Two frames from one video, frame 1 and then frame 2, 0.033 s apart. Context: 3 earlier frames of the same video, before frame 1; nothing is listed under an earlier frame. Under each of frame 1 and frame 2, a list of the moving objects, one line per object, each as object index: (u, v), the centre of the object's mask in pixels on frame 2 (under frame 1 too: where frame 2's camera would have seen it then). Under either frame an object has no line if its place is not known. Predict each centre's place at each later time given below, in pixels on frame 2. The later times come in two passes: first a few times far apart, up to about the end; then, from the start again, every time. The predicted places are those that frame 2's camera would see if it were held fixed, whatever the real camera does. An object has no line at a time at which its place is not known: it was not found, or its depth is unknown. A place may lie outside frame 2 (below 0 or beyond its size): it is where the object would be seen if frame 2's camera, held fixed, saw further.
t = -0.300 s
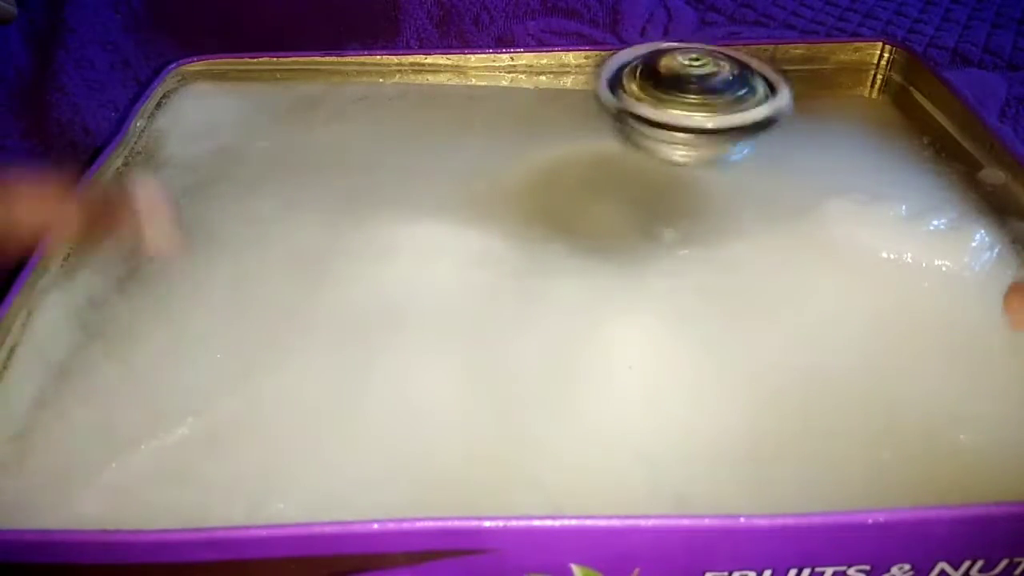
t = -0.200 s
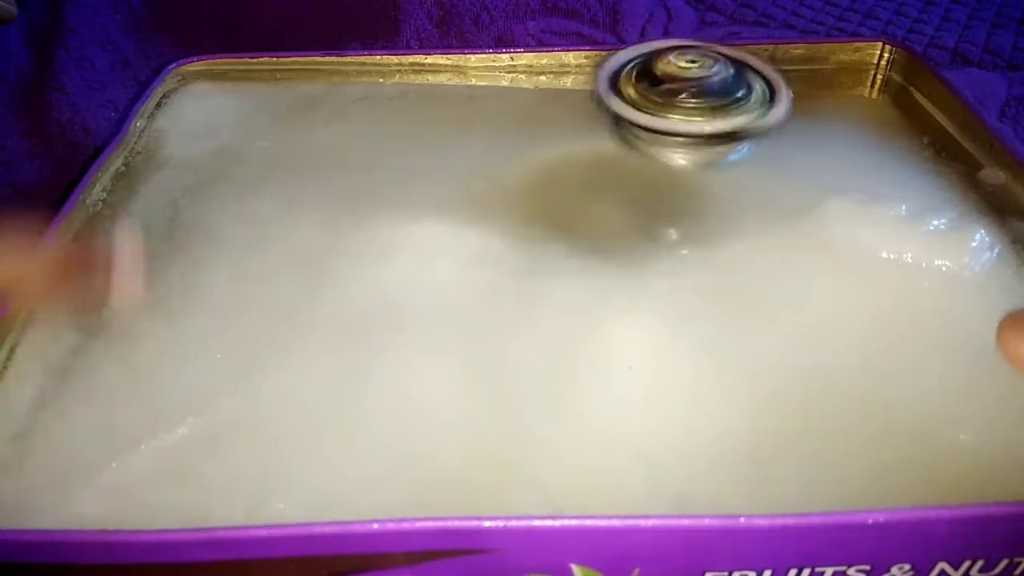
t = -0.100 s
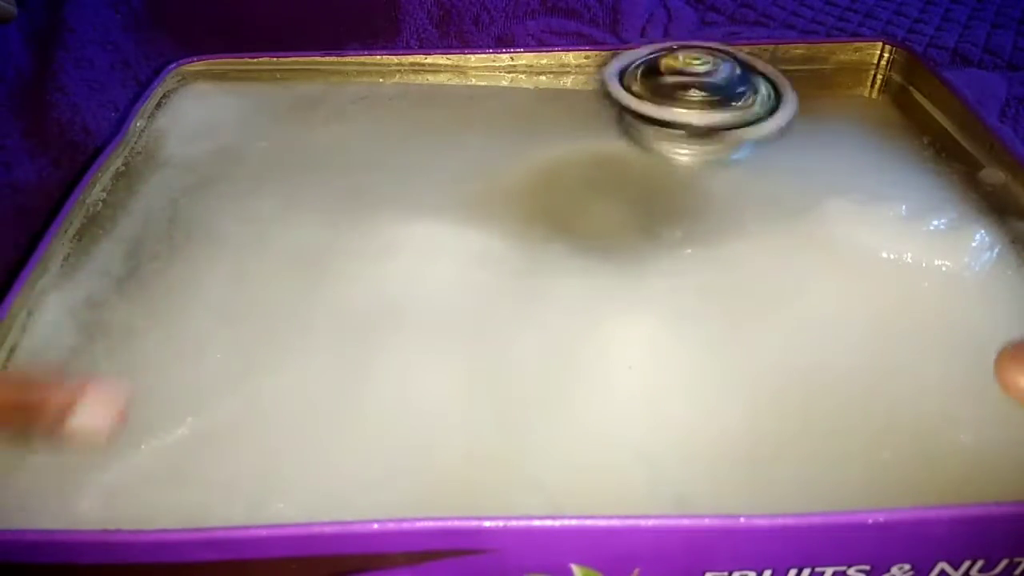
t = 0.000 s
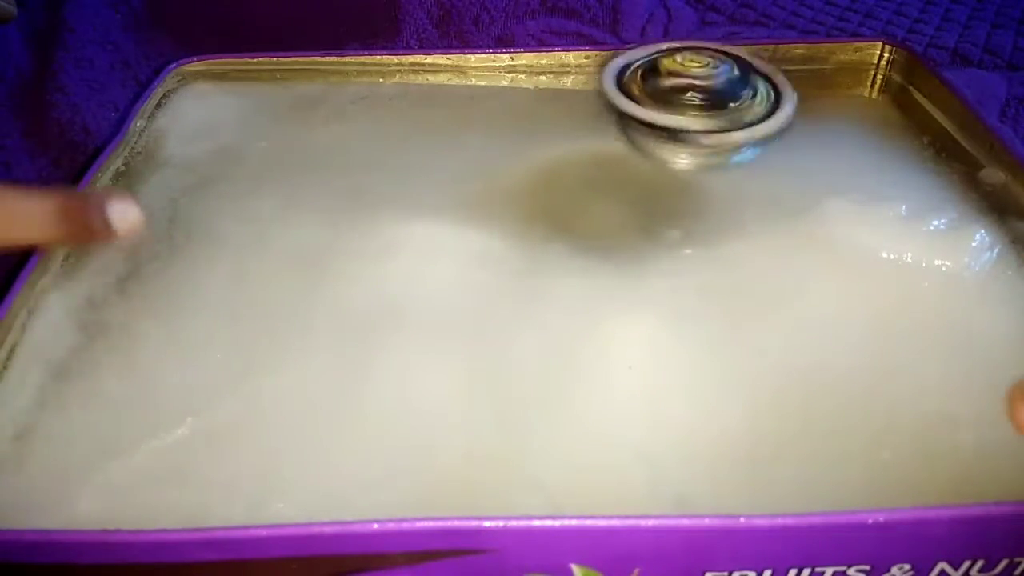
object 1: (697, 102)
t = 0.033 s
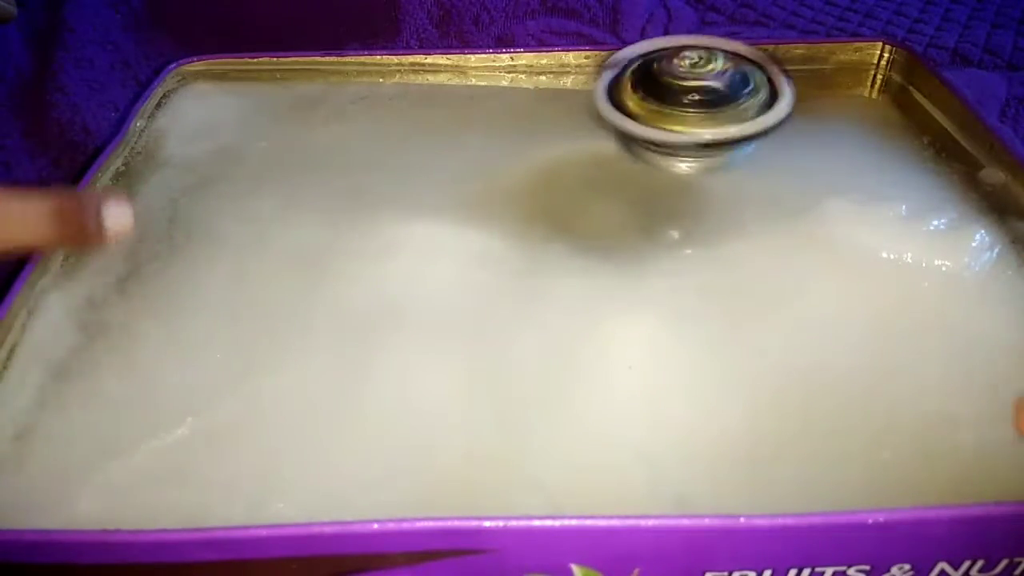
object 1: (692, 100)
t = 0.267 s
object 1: (694, 98)
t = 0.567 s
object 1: (686, 97)
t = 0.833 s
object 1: (692, 97)
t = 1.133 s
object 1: (691, 100)
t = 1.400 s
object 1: (690, 98)
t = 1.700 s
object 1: (692, 99)
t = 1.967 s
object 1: (691, 99)
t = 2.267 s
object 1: (691, 97)
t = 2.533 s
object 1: (691, 100)
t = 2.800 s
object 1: (694, 98)
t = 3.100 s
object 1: (691, 98)
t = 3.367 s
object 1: (691, 98)
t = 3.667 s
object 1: (690, 97)
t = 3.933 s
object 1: (691, 97)
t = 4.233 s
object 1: (684, 99)
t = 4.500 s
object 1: (698, 101)
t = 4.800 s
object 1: (689, 104)
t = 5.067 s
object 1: (689, 100)
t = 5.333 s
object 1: (696, 98)
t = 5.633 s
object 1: (689, 99)
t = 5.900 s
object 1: (684, 106)
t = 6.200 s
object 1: (689, 109)
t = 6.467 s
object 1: (684, 111)
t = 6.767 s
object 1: (680, 121)
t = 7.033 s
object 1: (682, 131)
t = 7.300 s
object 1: (677, 136)
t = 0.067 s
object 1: (691, 101)
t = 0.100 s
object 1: (695, 100)
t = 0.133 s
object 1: (691, 97)
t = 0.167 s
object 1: (691, 99)
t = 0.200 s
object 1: (697, 98)
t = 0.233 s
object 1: (695, 96)
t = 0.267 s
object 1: (694, 98)
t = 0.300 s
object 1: (696, 99)
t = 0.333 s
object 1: (691, 96)
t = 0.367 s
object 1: (685, 97)
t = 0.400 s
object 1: (689, 97)
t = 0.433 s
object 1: (688, 94)
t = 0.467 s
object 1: (685, 96)
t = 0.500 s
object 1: (692, 98)
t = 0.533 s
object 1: (690, 96)
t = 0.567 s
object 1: (686, 97)
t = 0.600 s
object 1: (691, 100)
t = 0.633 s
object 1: (688, 98)
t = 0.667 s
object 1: (686, 97)
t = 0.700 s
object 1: (691, 100)
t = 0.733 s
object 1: (690, 97)
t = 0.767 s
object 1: (688, 97)
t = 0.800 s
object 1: (694, 100)
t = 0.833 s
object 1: (692, 97)
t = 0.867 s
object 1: (687, 98)
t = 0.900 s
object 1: (693, 99)
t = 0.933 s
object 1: (691, 97)
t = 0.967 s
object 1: (690, 97)
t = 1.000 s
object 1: (693, 99)
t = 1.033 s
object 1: (691, 98)
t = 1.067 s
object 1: (689, 97)
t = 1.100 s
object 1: (692, 99)
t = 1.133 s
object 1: (691, 100)
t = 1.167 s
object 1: (691, 99)
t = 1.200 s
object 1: (688, 99)
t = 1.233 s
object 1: (691, 101)
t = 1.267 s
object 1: (689, 99)
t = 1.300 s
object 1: (685, 98)
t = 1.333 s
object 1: (691, 101)
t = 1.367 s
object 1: (691, 98)
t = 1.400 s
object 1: (690, 98)
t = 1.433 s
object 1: (696, 100)
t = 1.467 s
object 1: (692, 99)
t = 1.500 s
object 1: (688, 99)
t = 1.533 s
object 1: (691, 98)
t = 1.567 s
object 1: (690, 99)
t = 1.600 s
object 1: (690, 99)
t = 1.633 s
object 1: (688, 99)
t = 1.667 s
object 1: (692, 100)
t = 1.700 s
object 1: (692, 99)
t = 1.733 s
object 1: (687, 98)
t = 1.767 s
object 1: (693, 101)
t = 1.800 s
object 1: (692, 99)
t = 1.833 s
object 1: (689, 98)
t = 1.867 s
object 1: (692, 99)
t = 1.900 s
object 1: (690, 98)
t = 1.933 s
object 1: (688, 96)
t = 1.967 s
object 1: (691, 99)
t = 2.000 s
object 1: (693, 99)
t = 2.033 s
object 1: (690, 97)
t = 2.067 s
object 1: (691, 99)
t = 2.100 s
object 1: (692, 99)
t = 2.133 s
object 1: (689, 98)
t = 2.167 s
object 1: (692, 98)
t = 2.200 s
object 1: (692, 99)
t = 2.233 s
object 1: (694, 99)
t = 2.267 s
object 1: (691, 97)
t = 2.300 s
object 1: (692, 100)
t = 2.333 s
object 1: (694, 98)
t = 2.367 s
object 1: (691, 97)
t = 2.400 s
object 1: (693, 99)
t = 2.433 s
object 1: (690, 98)
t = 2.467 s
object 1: (690, 98)
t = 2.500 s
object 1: (687, 98)
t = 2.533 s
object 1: (691, 100)
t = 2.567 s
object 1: (691, 98)
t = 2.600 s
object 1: (688, 98)
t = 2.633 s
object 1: (693, 100)
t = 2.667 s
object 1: (694, 99)
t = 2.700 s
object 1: (693, 99)
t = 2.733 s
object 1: (691, 97)
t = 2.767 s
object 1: (692, 99)
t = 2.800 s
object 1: (694, 98)
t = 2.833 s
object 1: (690, 97)
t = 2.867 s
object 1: (693, 98)
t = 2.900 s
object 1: (692, 98)
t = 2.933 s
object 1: (693, 98)
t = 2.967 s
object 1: (690, 97)
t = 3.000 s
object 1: (691, 100)
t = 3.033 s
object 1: (692, 98)
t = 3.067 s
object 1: (689, 98)
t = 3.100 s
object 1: (691, 98)
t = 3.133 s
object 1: (690, 98)
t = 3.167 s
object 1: (693, 99)
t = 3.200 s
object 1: (689, 96)
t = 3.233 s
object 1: (692, 99)
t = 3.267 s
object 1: (692, 98)
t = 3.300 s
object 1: (690, 98)
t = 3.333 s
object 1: (689, 97)
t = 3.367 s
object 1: (691, 98)
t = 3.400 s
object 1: (692, 96)
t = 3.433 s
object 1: (691, 97)
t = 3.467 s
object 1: (696, 99)
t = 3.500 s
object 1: (695, 99)
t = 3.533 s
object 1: (693, 99)
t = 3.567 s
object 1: (688, 96)
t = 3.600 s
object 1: (688, 98)
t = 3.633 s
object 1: (691, 96)
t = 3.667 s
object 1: (690, 97)
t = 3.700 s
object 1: (690, 98)
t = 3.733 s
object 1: (689, 100)
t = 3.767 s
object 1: (687, 99)
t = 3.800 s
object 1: (685, 98)
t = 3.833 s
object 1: (690, 99)
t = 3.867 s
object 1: (694, 100)
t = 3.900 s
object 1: (696, 99)
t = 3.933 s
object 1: (691, 97)
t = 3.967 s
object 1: (691, 97)
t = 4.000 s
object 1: (690, 98)
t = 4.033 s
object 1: (692, 97)
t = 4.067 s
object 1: (692, 98)
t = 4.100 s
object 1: (697, 100)
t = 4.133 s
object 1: (692, 100)
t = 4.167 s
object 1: (689, 98)
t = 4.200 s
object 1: (684, 97)
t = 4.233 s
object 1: (684, 99)
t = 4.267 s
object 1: (689, 99)
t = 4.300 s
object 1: (692, 98)
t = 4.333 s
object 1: (692, 99)
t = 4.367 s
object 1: (691, 99)
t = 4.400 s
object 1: (688, 97)
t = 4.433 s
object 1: (690, 97)
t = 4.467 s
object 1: (693, 99)
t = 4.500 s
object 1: (698, 101)
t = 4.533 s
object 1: (694, 100)
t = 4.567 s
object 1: (689, 101)
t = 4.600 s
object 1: (688, 100)
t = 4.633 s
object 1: (688, 101)
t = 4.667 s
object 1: (693, 101)
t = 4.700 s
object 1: (692, 101)
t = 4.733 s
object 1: (694, 103)
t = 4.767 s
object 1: (694, 105)
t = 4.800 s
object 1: (689, 104)
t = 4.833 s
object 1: (685, 105)
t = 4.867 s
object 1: (684, 105)
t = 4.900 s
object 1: (687, 105)
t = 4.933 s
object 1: (694, 107)
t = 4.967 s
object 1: (694, 105)
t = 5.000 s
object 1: (694, 105)
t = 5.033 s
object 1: (692, 104)
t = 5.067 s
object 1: (689, 100)
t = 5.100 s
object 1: (692, 100)
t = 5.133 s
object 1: (695, 100)
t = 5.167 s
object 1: (702, 103)
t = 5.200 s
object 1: (699, 102)
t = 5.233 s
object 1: (696, 101)
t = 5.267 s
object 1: (692, 97)
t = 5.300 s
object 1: (693, 98)
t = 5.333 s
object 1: (696, 98)
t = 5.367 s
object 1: (699, 97)
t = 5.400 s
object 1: (698, 97)
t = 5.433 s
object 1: (695, 97)
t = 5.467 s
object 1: (691, 97)
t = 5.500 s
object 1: (691, 96)
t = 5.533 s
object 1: (688, 96)
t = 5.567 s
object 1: (690, 99)
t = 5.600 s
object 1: (692, 101)
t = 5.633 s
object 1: (689, 99)
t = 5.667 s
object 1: (681, 100)
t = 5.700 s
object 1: (679, 99)
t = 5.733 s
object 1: (677, 101)
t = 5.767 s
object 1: (681, 102)
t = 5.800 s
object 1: (682, 102)
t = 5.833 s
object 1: (686, 104)
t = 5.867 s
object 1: (688, 106)
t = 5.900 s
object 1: (684, 106)
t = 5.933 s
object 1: (682, 105)
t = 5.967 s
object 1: (679, 104)
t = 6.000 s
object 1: (682, 104)
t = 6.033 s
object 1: (684, 106)
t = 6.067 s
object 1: (687, 106)
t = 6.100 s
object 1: (687, 106)
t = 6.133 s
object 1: (687, 107)
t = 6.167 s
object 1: (689, 110)
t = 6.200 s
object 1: (689, 109)
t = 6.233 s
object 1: (688, 109)
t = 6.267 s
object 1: (686, 108)
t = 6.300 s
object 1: (690, 111)
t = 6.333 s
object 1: (690, 112)
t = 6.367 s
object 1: (690, 111)
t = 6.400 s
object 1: (686, 111)
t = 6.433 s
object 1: (685, 111)
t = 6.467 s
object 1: (684, 111)
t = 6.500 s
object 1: (686, 111)
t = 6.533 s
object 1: (687, 112)
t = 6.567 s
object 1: (686, 112)
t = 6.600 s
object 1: (690, 117)
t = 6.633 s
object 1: (688, 119)
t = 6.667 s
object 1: (684, 117)
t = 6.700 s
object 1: (678, 117)
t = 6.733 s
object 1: (678, 118)
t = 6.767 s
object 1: (680, 121)
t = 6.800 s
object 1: (681, 122)
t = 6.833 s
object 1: (679, 123)
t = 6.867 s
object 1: (676, 123)
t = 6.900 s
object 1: (677, 125)
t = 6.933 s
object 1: (676, 126)
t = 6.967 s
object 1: (679, 127)
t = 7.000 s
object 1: (680, 129)
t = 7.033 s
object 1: (682, 131)
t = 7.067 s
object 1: (683, 132)
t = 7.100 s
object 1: (680, 132)
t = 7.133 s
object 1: (678, 132)
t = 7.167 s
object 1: (677, 132)
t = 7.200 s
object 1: (678, 134)
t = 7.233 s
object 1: (677, 135)
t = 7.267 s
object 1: (678, 135)
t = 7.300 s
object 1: (677, 136)
